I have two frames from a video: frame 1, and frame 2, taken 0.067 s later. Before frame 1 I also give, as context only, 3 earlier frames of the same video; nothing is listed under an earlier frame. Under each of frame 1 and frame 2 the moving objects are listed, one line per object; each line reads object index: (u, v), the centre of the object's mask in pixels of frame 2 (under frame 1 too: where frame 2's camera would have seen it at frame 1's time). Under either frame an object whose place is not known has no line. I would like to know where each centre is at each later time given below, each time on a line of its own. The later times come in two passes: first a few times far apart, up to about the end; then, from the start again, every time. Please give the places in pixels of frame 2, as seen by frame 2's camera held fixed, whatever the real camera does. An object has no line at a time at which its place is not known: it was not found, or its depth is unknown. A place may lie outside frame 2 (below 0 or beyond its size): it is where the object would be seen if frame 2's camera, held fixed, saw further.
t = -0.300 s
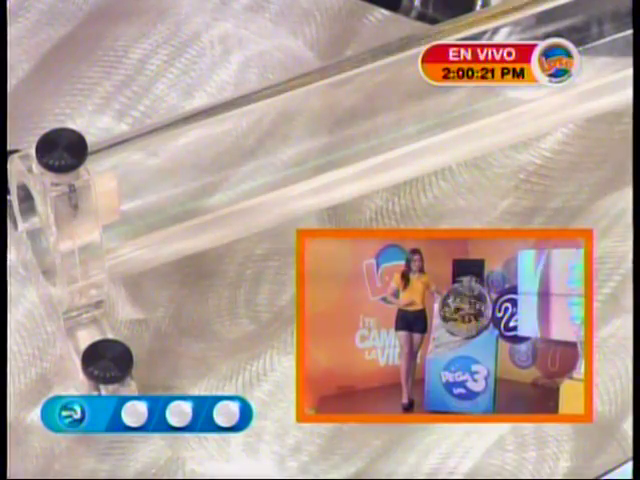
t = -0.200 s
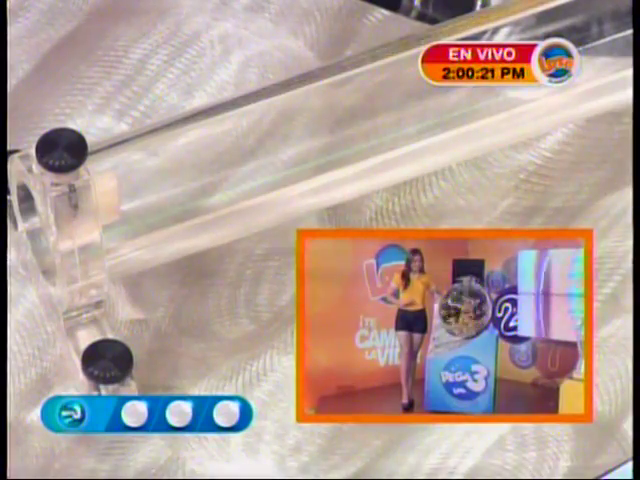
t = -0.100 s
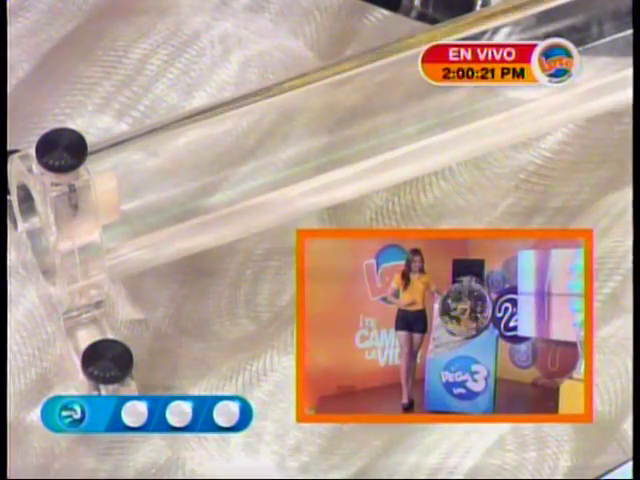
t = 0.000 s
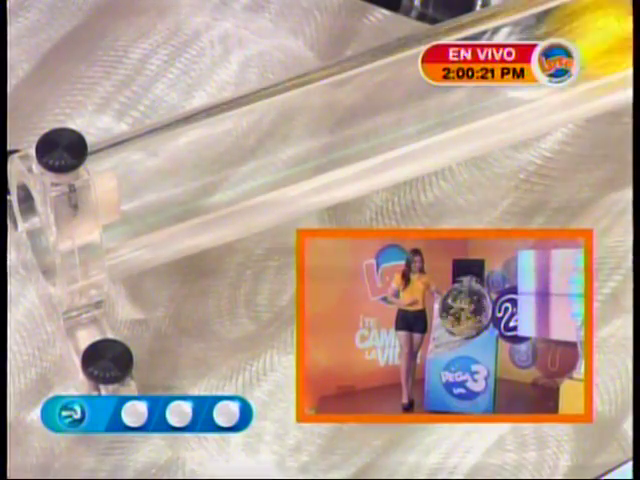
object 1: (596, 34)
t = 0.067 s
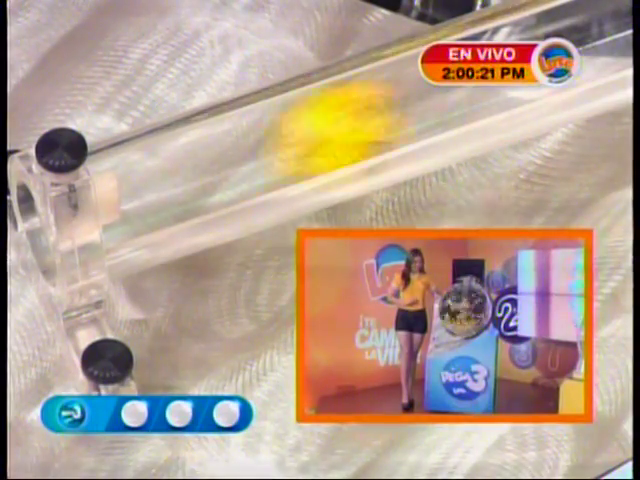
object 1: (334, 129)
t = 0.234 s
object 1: (182, 180)
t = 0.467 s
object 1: (149, 195)
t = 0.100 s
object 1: (202, 175)
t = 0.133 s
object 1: (157, 189)
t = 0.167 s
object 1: (175, 181)
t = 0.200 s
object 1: (183, 179)
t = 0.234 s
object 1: (182, 180)
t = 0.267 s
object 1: (174, 184)
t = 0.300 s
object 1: (159, 190)
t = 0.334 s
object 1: (148, 194)
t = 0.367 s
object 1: (148, 195)
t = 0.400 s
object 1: (150, 196)
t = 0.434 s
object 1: (149, 195)
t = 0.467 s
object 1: (149, 195)
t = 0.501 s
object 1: (149, 195)
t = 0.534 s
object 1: (150, 195)
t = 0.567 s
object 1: (150, 200)
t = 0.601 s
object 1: (150, 196)
